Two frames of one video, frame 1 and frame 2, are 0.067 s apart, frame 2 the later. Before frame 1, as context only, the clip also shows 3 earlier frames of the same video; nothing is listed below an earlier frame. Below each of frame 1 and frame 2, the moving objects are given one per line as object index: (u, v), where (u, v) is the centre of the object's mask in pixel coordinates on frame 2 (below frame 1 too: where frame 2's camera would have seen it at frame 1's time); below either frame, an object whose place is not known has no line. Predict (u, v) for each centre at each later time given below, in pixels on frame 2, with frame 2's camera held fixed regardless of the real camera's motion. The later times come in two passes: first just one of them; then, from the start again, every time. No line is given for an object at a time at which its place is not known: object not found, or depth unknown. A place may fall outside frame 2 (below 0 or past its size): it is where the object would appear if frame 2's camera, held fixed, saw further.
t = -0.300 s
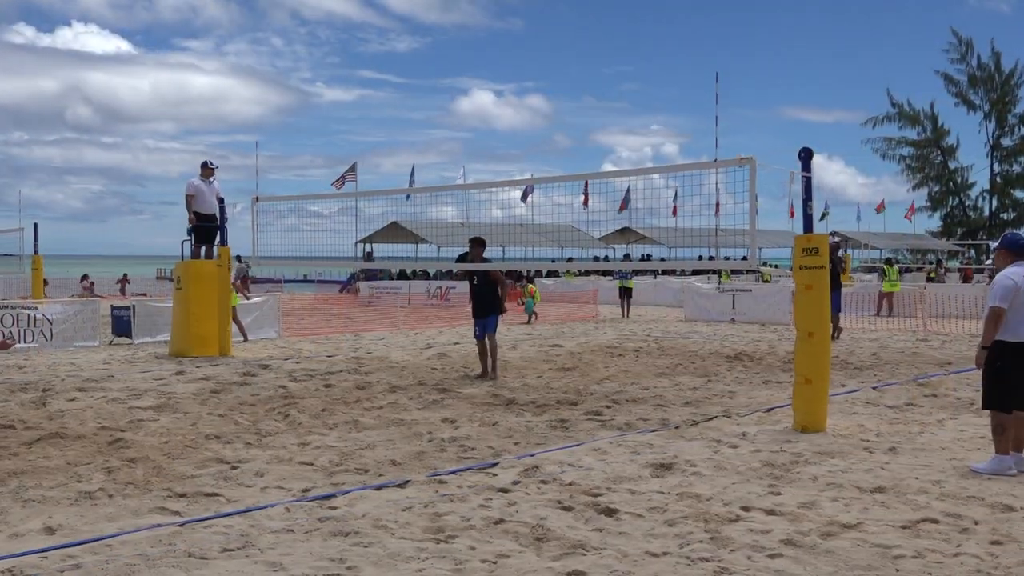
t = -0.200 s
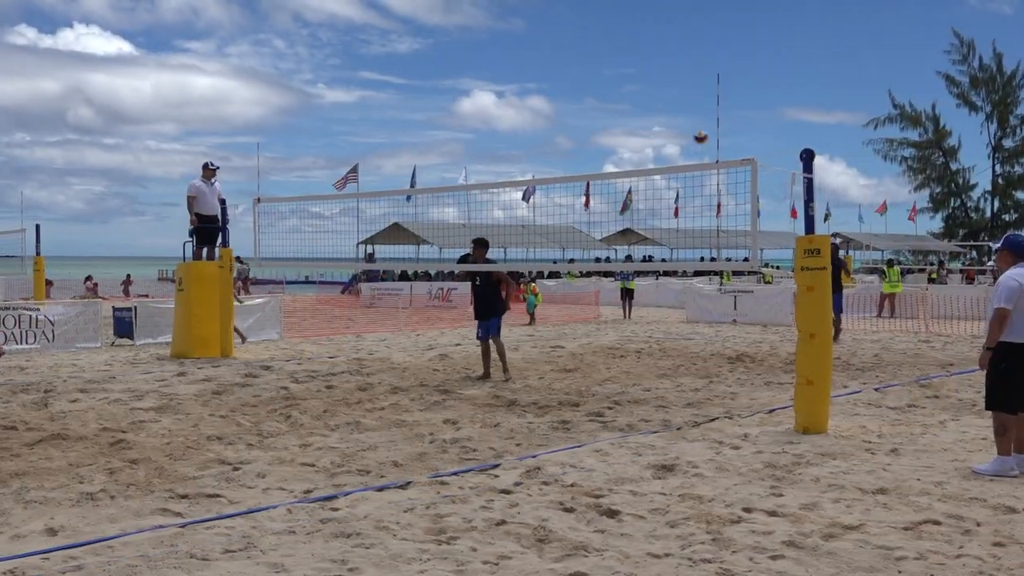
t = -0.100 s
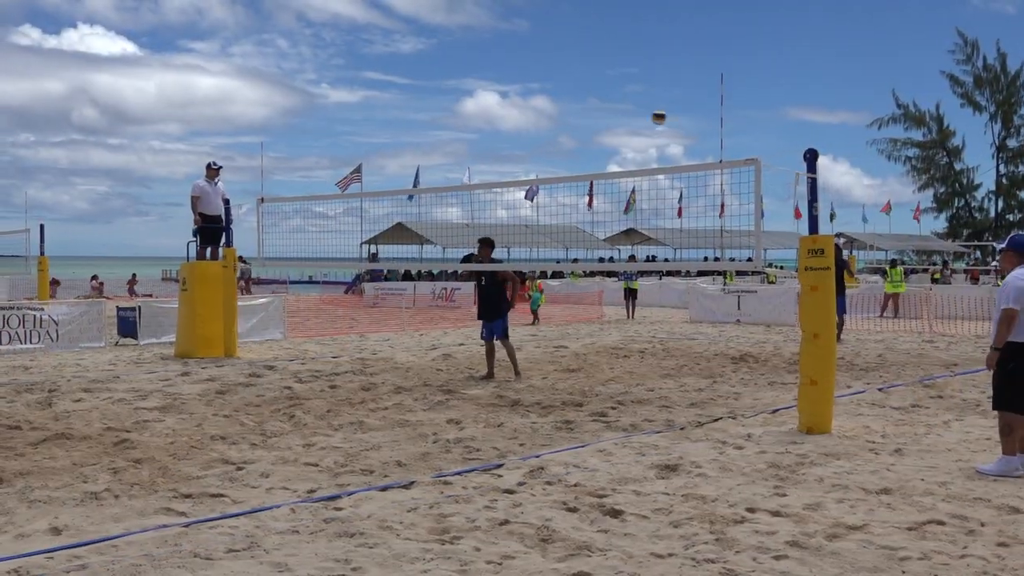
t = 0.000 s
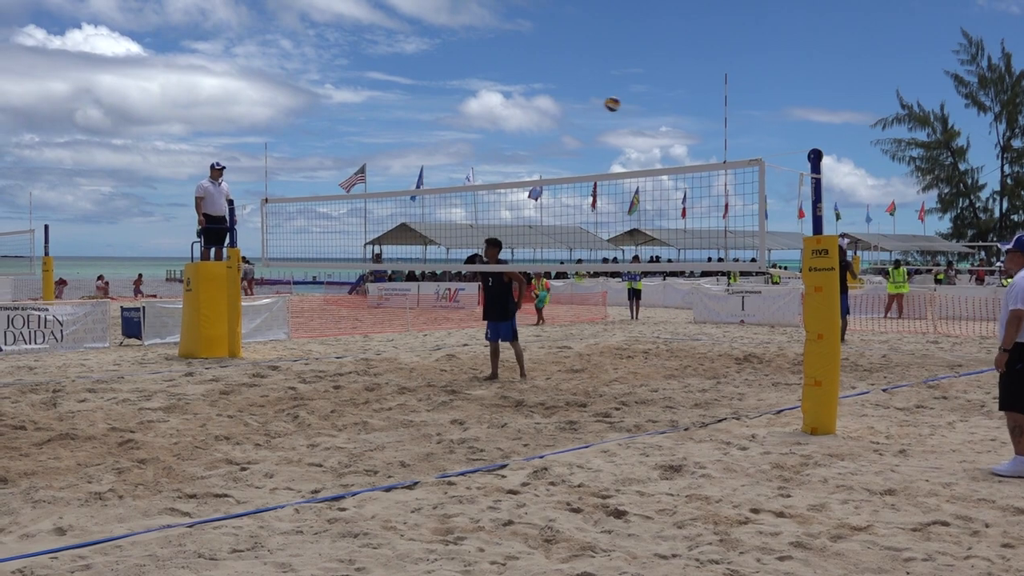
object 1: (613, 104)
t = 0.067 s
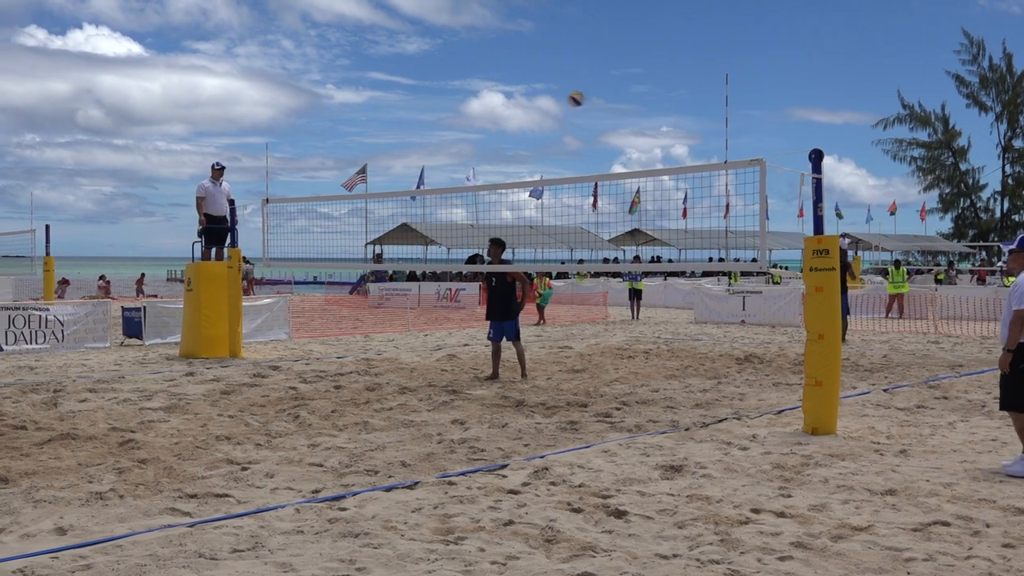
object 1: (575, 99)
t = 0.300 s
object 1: (431, 106)
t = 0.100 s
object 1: (556, 97)
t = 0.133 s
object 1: (537, 96)
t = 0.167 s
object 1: (516, 97)
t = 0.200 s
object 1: (495, 98)
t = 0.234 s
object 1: (474, 100)
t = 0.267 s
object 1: (453, 103)
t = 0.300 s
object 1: (431, 106)
